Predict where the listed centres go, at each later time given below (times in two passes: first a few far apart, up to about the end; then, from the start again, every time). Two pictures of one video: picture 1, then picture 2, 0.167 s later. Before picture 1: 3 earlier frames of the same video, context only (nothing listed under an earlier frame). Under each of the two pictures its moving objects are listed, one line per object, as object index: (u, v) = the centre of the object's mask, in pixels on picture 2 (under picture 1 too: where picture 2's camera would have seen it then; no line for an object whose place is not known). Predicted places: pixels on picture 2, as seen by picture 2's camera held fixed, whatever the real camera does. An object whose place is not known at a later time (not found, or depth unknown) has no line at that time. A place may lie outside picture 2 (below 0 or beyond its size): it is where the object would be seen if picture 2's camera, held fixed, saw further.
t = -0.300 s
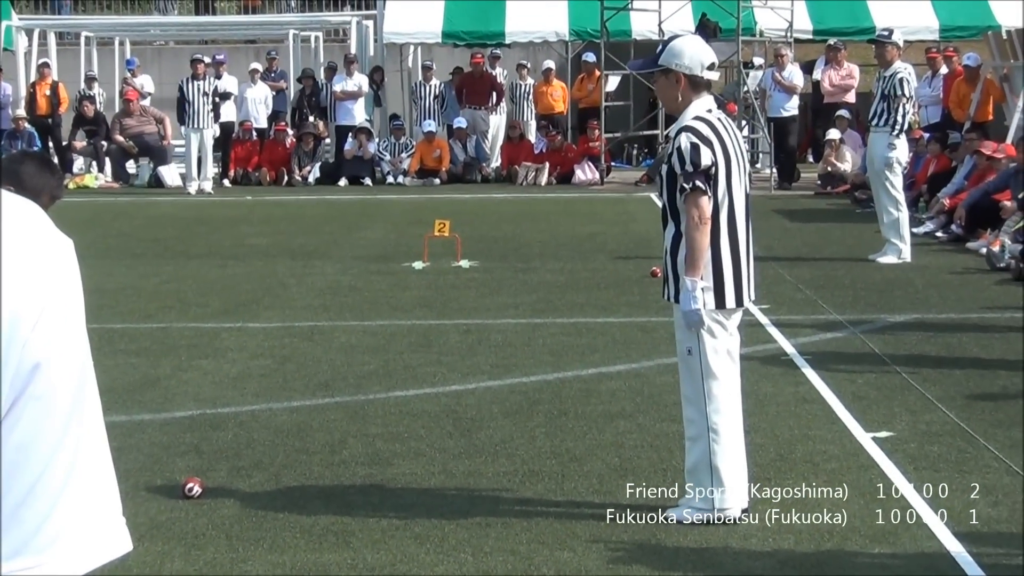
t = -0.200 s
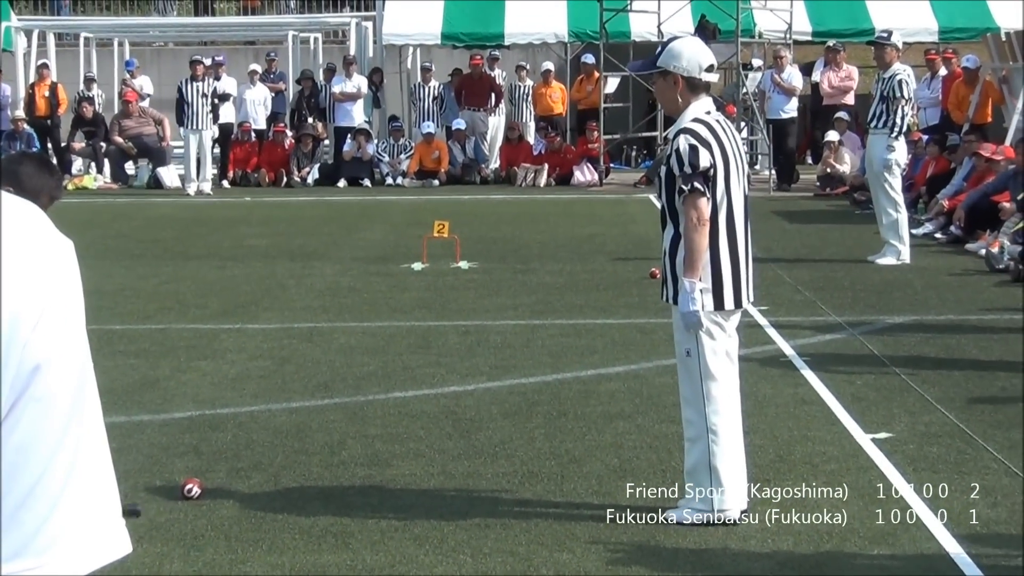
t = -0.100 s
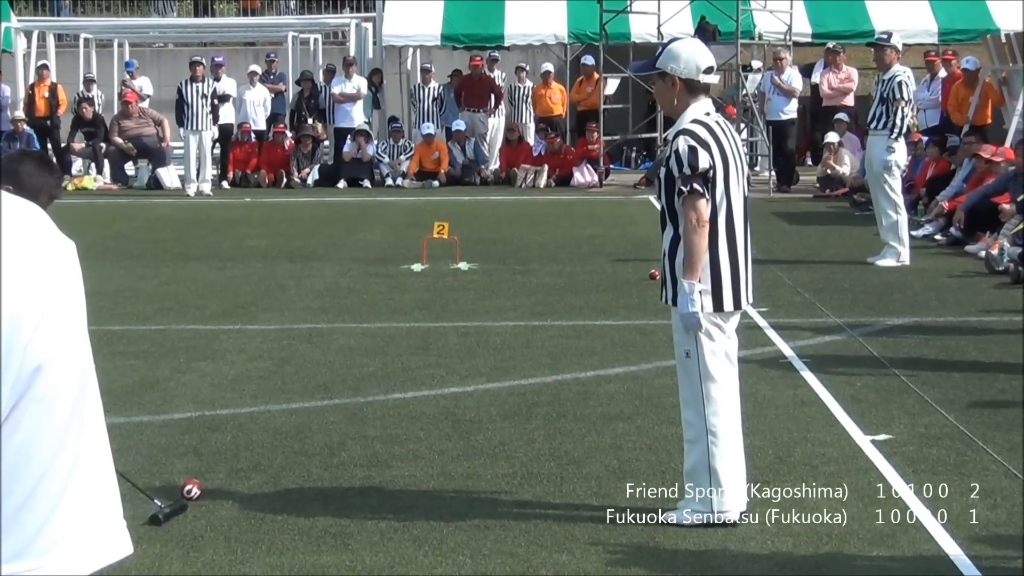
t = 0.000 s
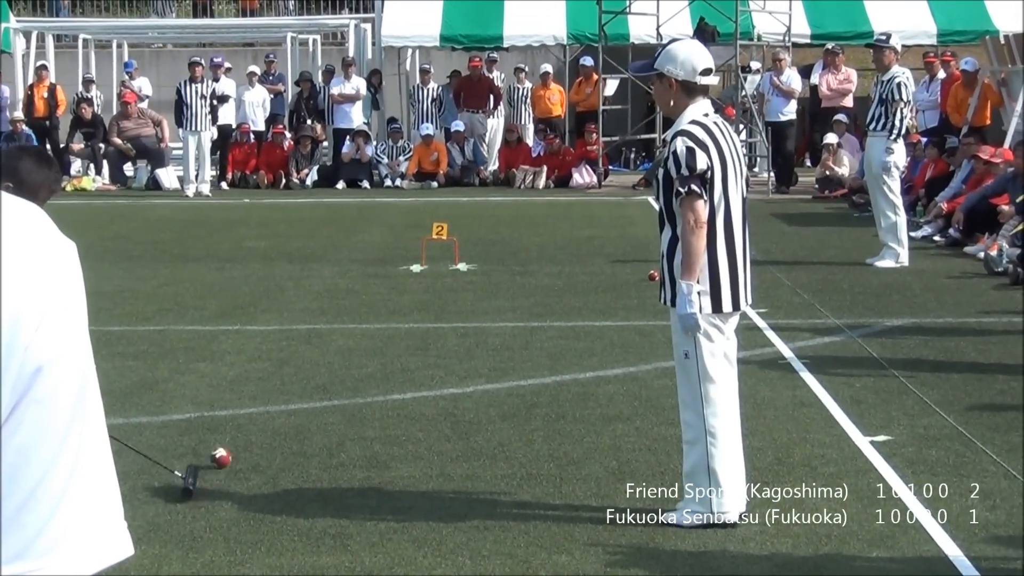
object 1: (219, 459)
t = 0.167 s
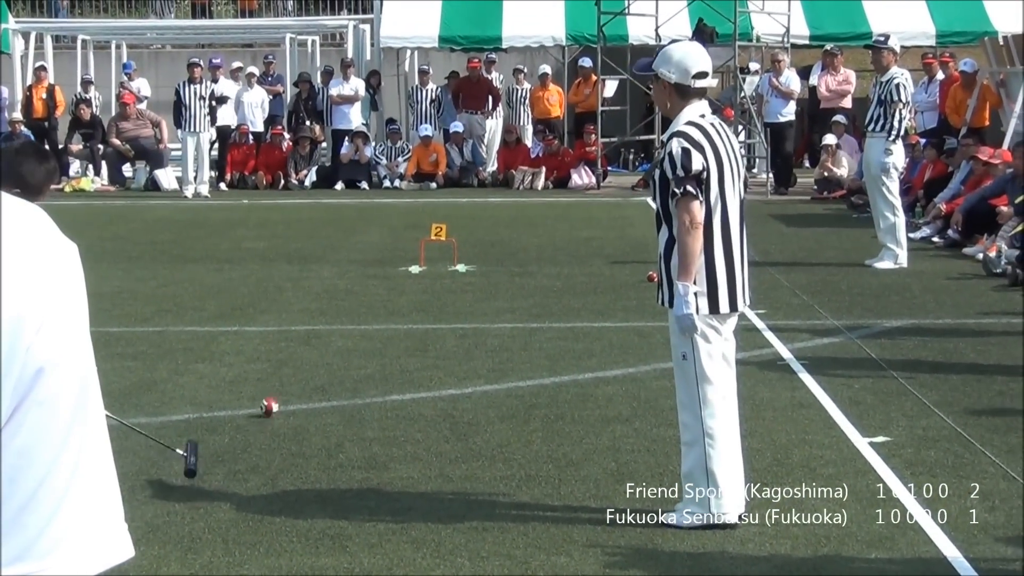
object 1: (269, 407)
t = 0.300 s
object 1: (298, 380)
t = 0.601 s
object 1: (341, 337)
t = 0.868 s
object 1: (370, 310)
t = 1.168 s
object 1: (393, 287)
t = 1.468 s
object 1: (412, 270)
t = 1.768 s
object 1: (392, 261)
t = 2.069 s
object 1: (363, 255)
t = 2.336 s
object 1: (344, 252)
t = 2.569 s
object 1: (331, 248)
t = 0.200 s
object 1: (277, 398)
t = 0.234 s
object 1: (284, 392)
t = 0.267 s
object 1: (291, 387)
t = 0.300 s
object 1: (298, 380)
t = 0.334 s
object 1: (303, 372)
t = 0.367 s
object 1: (308, 369)
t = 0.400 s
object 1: (314, 364)
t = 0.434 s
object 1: (319, 357)
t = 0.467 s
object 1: (324, 354)
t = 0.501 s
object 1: (328, 350)
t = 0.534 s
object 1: (333, 345)
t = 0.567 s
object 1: (337, 341)
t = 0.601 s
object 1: (341, 337)
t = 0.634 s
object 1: (345, 333)
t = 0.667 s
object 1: (350, 329)
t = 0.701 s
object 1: (353, 325)
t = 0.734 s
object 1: (357, 323)
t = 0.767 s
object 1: (360, 319)
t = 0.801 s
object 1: (363, 316)
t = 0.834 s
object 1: (367, 314)
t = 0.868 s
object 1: (370, 310)
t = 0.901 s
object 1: (373, 307)
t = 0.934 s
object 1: (375, 305)
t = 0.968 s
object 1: (378, 302)
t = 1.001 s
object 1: (381, 299)
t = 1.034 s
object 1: (384, 297)
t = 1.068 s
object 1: (386, 294)
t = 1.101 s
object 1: (388, 292)
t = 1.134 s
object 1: (391, 290)
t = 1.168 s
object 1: (393, 287)
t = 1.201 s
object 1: (396, 285)
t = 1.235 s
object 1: (398, 283)
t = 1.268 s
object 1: (401, 280)
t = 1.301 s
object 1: (402, 279)
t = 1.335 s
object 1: (405, 277)
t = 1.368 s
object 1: (406, 275)
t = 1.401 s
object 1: (408, 273)
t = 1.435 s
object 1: (409, 272)
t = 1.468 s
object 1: (412, 270)
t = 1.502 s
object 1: (414, 268)
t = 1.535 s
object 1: (415, 266)
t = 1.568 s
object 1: (417, 265)
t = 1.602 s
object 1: (417, 262)
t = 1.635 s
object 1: (411, 261)
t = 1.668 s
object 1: (405, 262)
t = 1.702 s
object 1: (399, 263)
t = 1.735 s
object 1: (395, 262)
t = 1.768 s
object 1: (392, 261)
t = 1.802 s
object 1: (388, 261)
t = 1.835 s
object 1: (383, 260)
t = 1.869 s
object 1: (380, 259)
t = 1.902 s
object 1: (378, 259)
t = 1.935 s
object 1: (375, 258)
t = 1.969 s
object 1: (371, 258)
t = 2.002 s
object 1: (368, 257)
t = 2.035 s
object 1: (366, 257)
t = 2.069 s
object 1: (363, 255)
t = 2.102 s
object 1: (361, 255)
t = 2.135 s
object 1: (358, 255)
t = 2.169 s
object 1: (356, 255)
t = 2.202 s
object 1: (354, 254)
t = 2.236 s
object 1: (350, 254)
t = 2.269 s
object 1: (348, 253)
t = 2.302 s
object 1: (346, 252)
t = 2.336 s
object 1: (344, 252)
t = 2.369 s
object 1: (342, 251)
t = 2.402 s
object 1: (340, 250)
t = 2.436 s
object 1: (338, 250)
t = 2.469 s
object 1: (337, 250)
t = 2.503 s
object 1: (334, 249)
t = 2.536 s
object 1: (332, 248)
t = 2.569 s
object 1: (331, 248)
